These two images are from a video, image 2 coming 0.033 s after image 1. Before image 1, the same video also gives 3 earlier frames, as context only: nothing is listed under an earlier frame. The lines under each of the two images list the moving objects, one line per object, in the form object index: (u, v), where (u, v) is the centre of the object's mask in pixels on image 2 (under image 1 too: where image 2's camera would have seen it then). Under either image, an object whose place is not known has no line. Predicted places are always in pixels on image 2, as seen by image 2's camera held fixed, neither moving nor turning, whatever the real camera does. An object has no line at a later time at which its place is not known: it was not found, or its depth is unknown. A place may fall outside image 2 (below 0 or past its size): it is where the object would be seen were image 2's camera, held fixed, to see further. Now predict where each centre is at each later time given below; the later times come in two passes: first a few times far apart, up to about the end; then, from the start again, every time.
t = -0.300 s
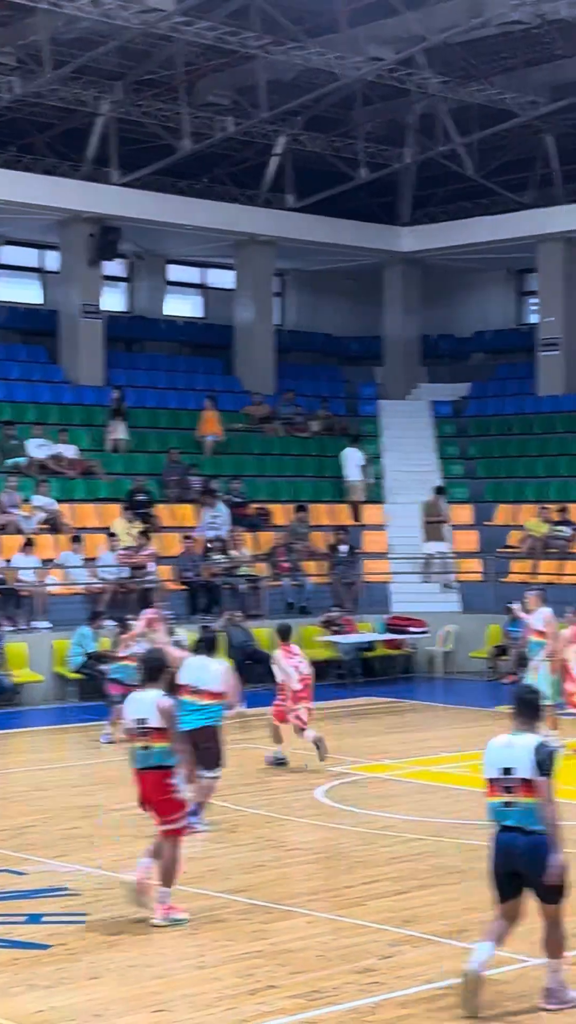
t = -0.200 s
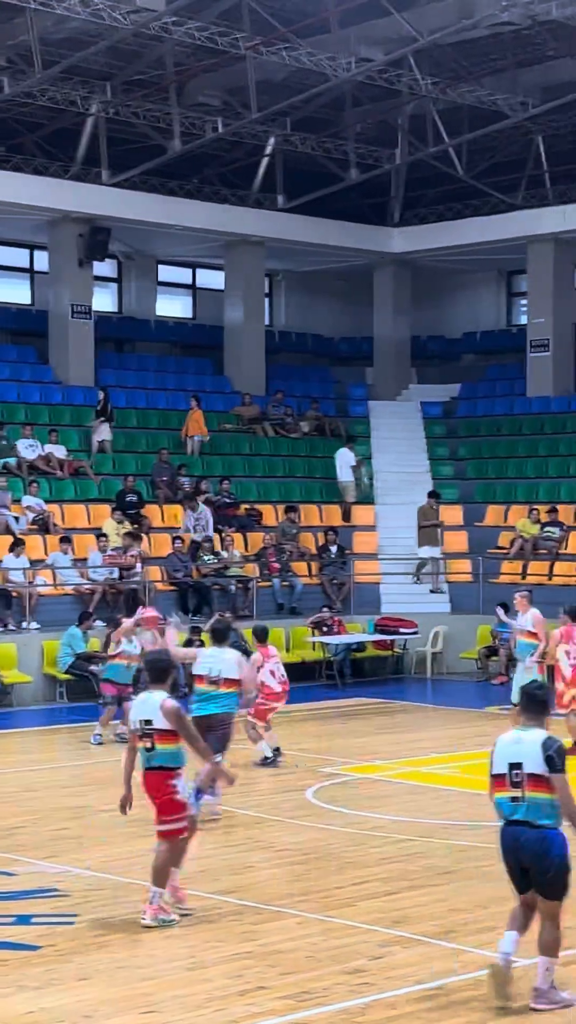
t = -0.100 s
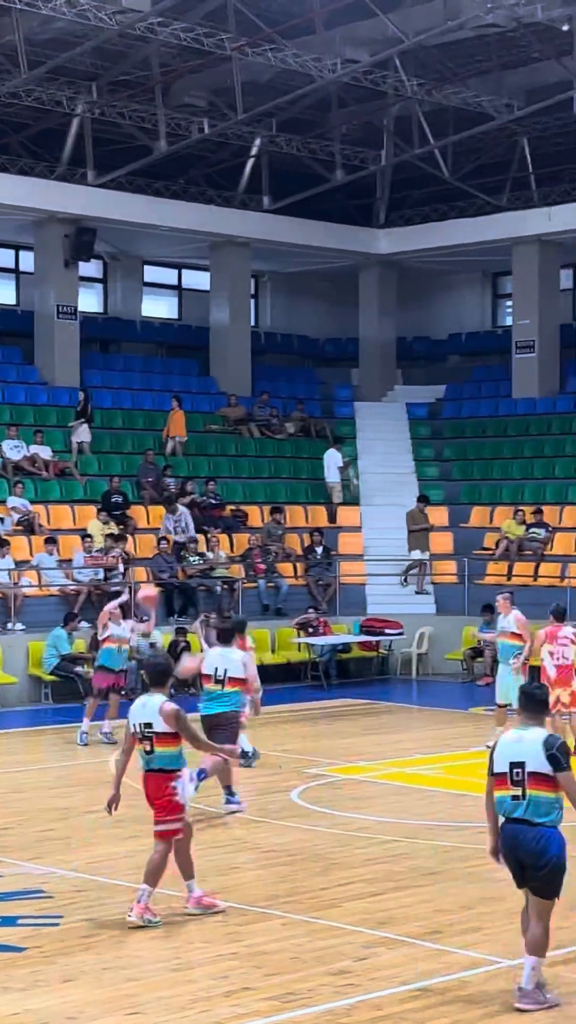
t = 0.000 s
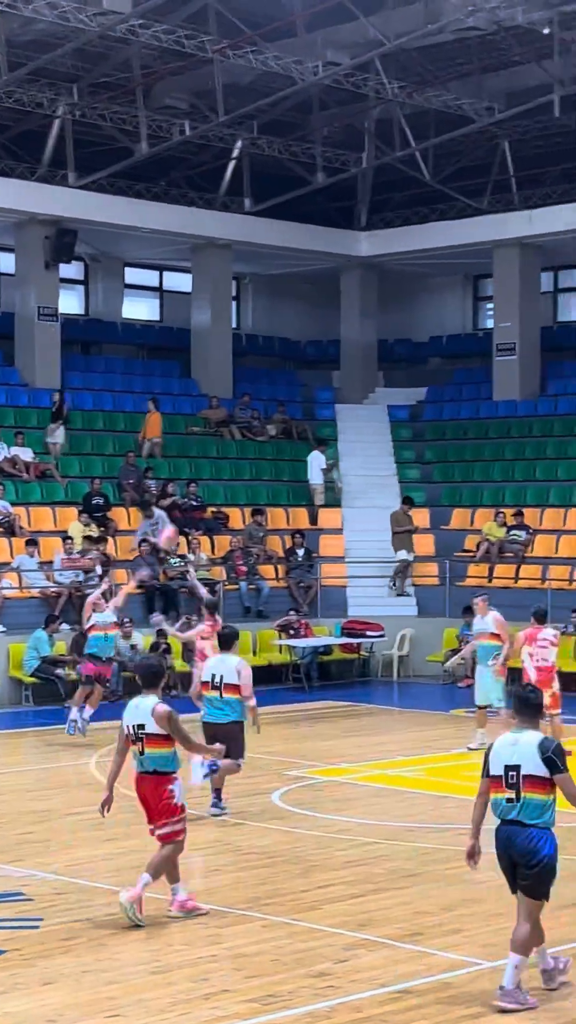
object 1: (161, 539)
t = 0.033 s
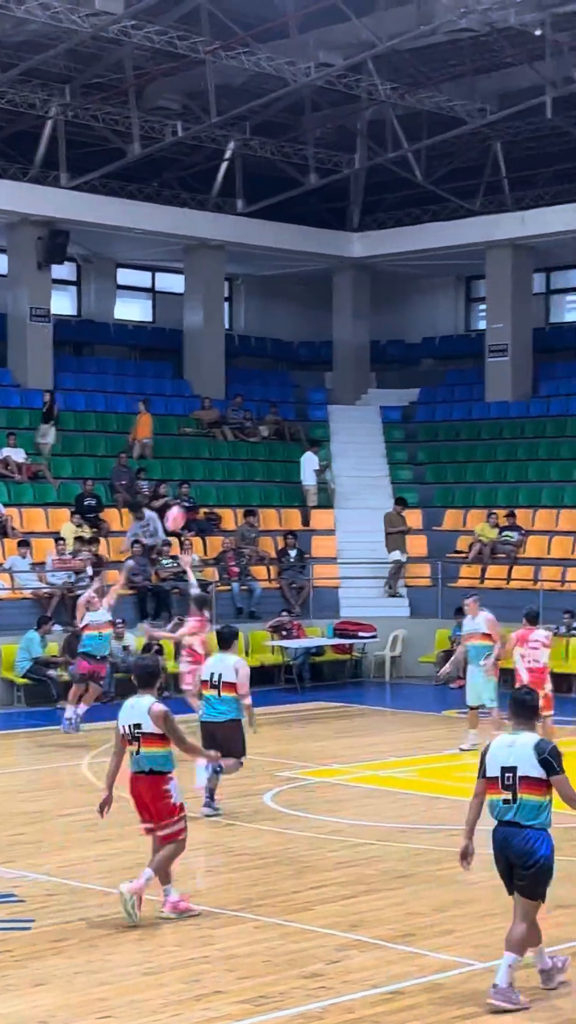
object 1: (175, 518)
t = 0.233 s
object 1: (262, 422)
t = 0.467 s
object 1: (362, 353)
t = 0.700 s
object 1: (461, 331)
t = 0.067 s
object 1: (189, 499)
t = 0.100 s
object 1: (204, 482)
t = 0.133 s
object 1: (218, 466)
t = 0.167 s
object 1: (233, 450)
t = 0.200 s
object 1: (248, 436)
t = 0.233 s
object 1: (262, 422)
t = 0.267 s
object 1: (276, 409)
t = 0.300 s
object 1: (291, 397)
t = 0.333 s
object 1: (305, 387)
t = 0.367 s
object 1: (320, 376)
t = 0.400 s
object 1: (337, 367)
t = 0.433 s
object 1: (348, 360)
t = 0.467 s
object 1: (362, 353)
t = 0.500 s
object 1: (377, 347)
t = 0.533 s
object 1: (391, 341)
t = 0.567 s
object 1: (405, 337)
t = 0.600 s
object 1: (419, 334)
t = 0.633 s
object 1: (433, 332)
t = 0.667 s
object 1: (447, 331)
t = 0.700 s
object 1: (461, 331)
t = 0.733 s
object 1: (476, 331)
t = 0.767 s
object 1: (489, 332)
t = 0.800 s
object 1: (504, 335)
